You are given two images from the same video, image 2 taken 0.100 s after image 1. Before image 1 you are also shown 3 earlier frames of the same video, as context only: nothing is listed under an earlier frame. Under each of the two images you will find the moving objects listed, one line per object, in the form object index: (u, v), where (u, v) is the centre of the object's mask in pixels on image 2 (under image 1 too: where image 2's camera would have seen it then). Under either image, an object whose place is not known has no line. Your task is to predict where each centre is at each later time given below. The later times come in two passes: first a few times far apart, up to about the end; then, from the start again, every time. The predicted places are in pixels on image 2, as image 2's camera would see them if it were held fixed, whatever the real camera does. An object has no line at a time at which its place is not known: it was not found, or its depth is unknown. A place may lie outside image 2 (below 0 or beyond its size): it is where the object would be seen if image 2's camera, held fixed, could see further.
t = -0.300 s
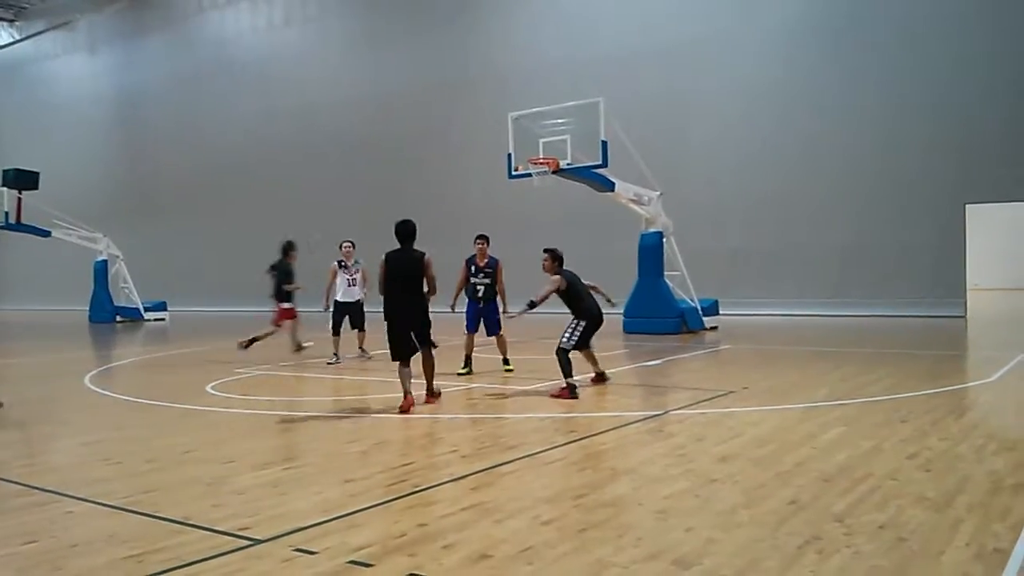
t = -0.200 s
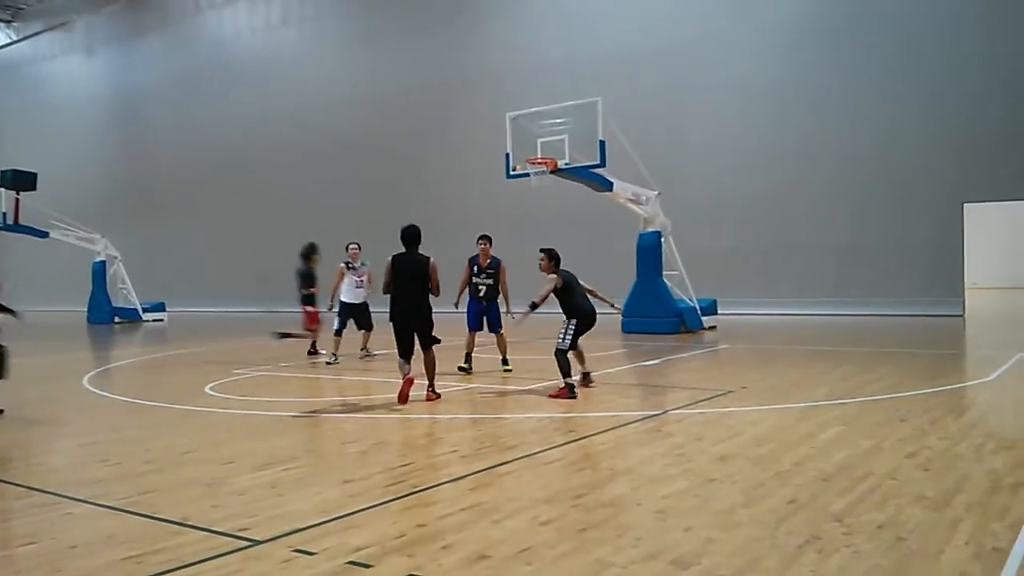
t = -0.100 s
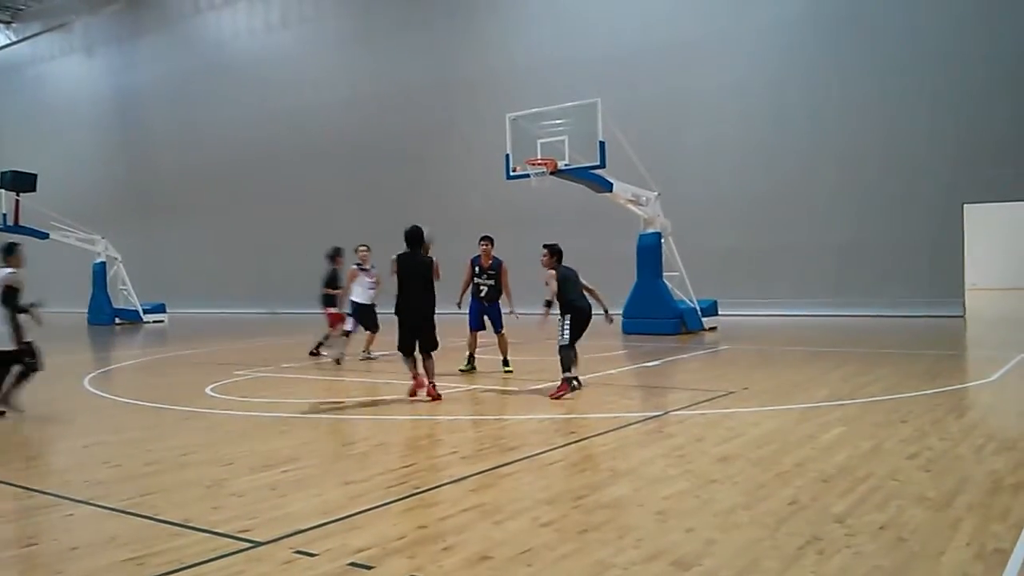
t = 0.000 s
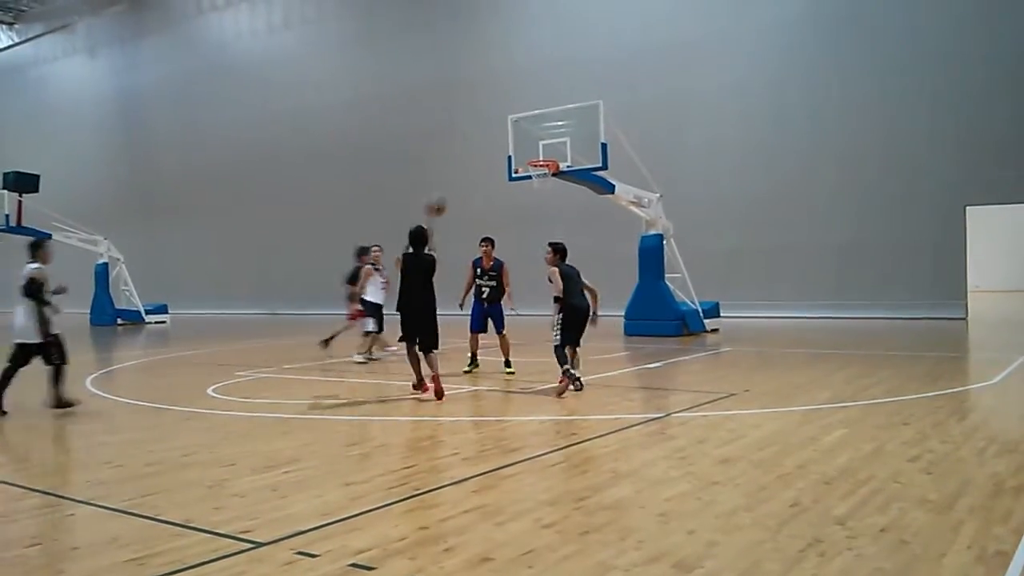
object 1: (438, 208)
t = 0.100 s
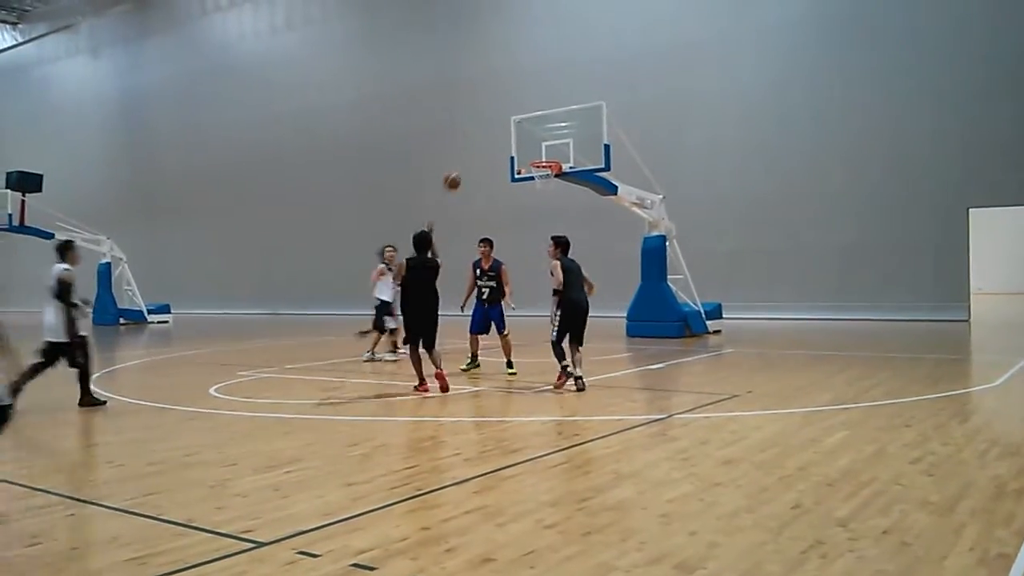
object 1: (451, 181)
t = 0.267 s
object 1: (469, 163)
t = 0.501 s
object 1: (489, 169)
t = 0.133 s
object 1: (456, 176)
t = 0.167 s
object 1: (458, 170)
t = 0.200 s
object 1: (462, 167)
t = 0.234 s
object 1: (465, 164)
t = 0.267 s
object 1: (469, 163)
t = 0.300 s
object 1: (472, 162)
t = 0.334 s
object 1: (476, 160)
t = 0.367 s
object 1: (479, 161)
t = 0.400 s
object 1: (481, 162)
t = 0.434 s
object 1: (483, 165)
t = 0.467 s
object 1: (486, 167)
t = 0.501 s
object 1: (489, 169)
